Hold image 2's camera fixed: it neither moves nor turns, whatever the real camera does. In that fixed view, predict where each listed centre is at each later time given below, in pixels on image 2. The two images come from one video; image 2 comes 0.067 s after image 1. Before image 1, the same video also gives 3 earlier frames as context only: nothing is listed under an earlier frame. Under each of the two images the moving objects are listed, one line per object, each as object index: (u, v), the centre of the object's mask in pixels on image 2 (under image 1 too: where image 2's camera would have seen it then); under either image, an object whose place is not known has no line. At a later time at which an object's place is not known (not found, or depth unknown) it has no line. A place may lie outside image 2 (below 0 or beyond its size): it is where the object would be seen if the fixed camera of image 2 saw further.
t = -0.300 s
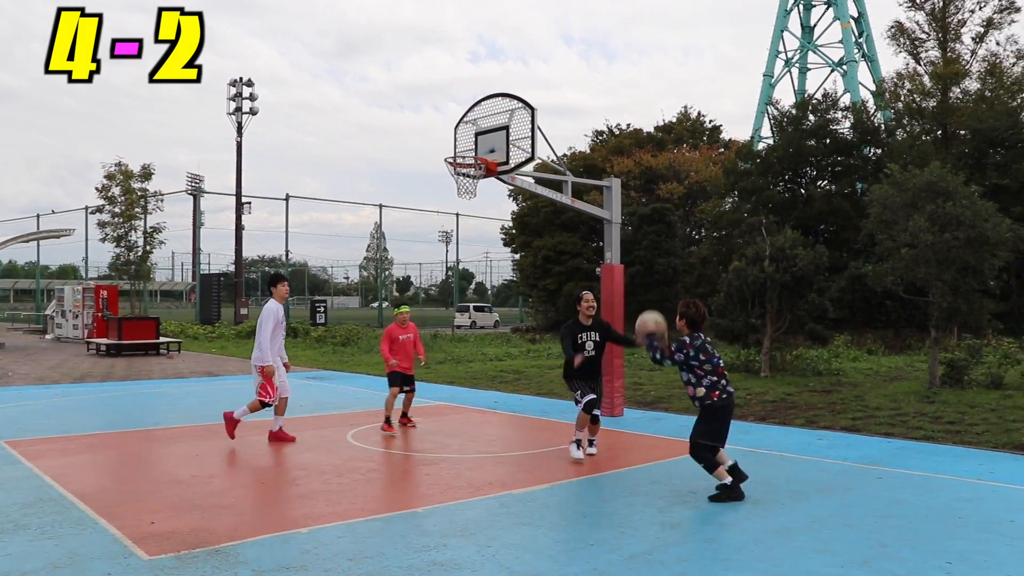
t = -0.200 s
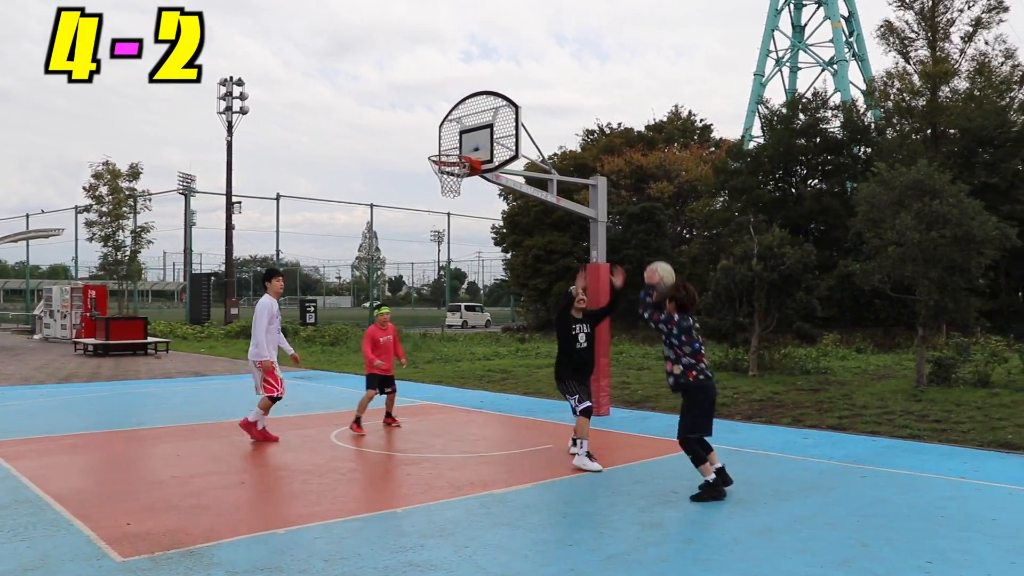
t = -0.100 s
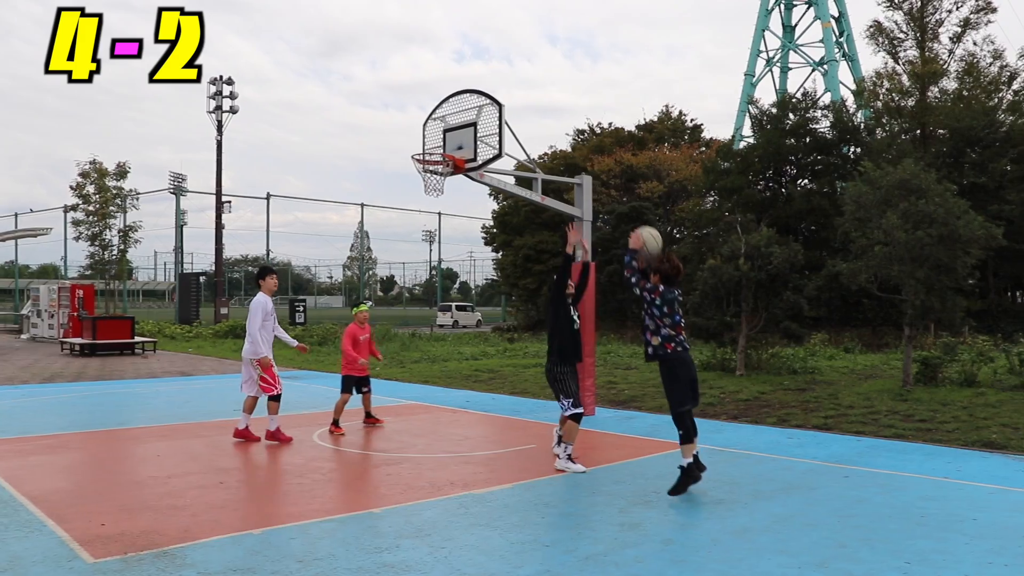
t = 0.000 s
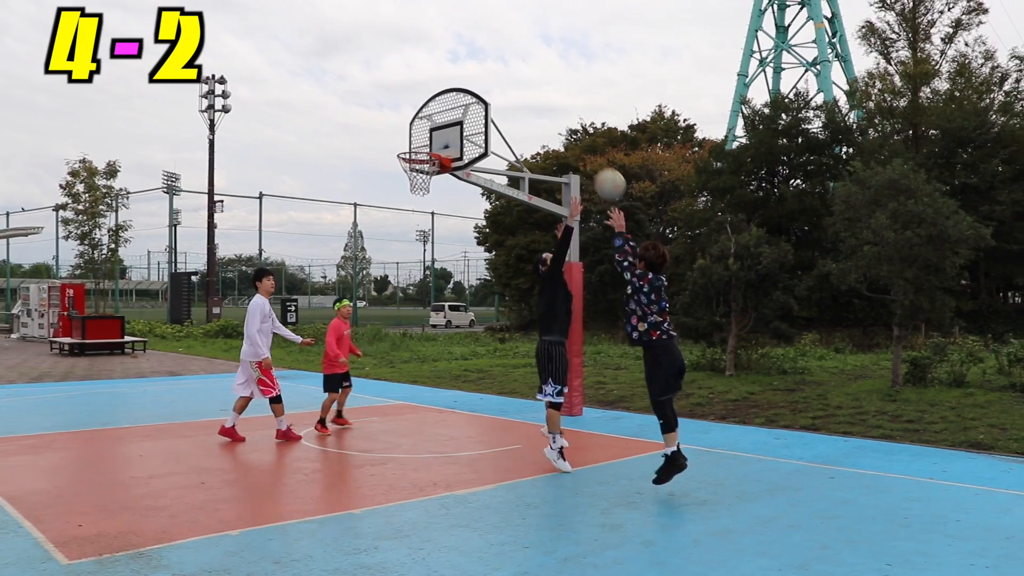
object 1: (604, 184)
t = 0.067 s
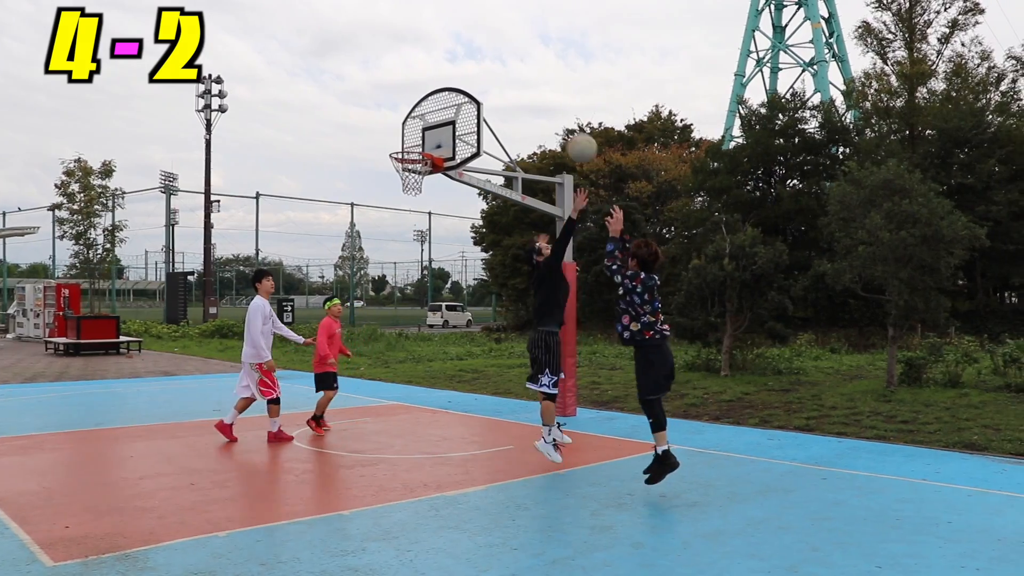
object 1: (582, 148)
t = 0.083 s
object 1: (577, 141)
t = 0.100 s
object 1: (571, 133)
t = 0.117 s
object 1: (566, 125)
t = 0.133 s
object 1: (561, 119)
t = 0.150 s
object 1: (556, 113)
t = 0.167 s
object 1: (551, 107)
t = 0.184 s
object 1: (546, 101)
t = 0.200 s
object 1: (541, 96)
